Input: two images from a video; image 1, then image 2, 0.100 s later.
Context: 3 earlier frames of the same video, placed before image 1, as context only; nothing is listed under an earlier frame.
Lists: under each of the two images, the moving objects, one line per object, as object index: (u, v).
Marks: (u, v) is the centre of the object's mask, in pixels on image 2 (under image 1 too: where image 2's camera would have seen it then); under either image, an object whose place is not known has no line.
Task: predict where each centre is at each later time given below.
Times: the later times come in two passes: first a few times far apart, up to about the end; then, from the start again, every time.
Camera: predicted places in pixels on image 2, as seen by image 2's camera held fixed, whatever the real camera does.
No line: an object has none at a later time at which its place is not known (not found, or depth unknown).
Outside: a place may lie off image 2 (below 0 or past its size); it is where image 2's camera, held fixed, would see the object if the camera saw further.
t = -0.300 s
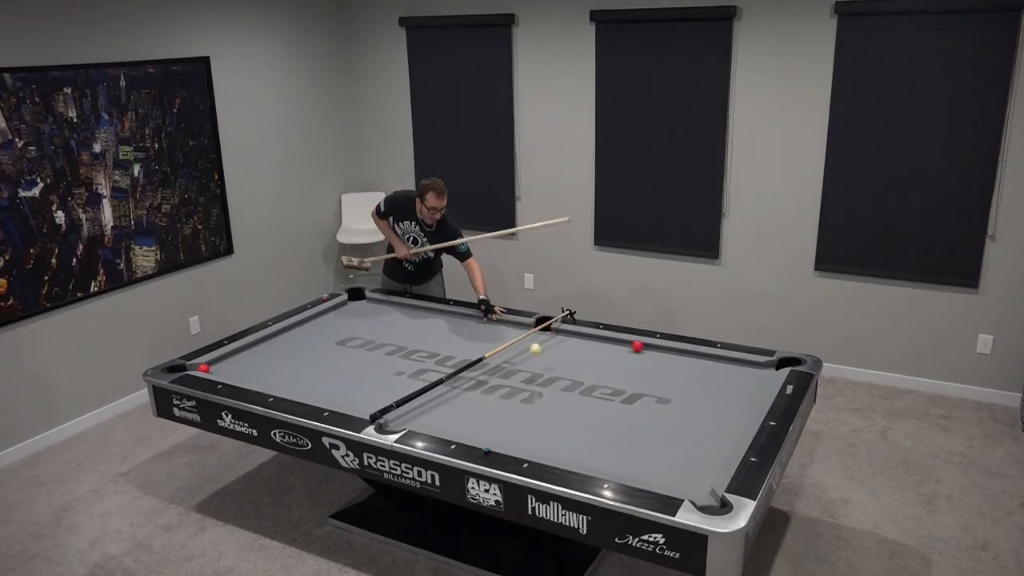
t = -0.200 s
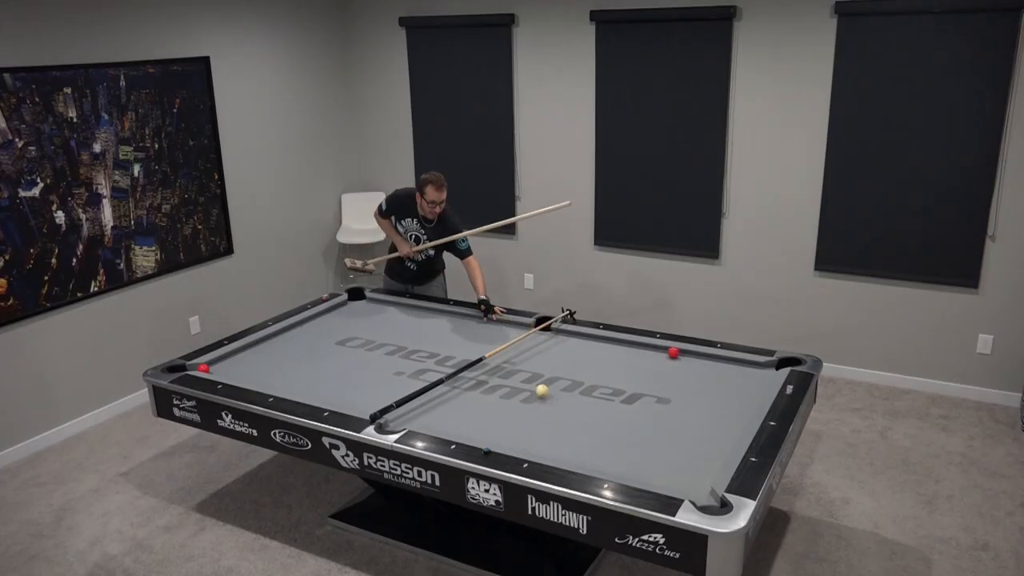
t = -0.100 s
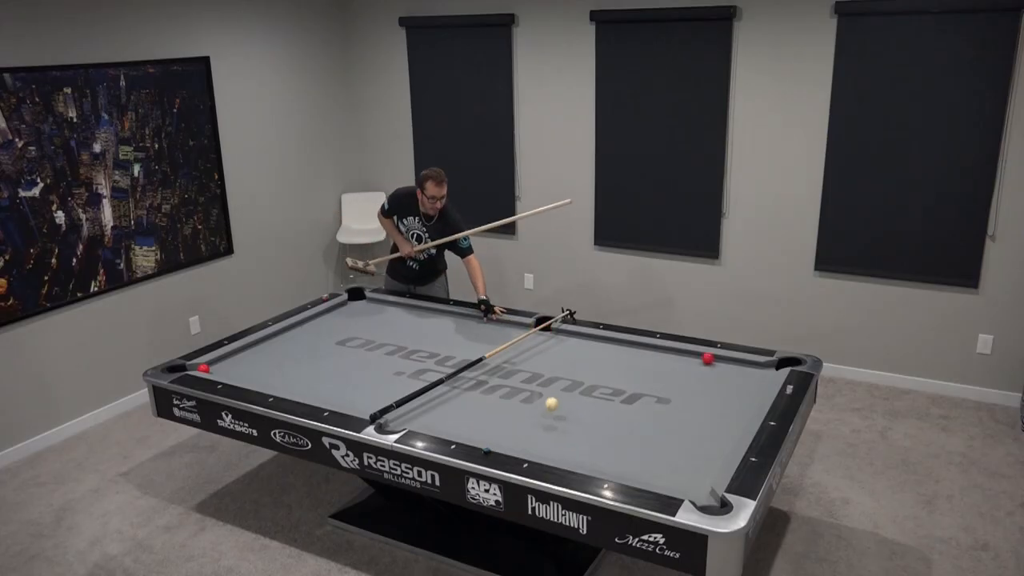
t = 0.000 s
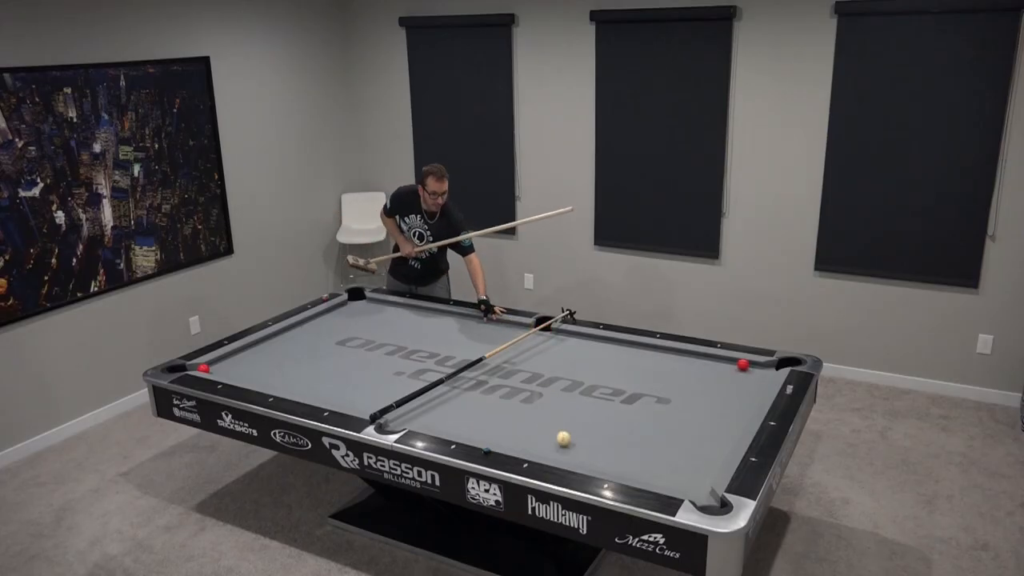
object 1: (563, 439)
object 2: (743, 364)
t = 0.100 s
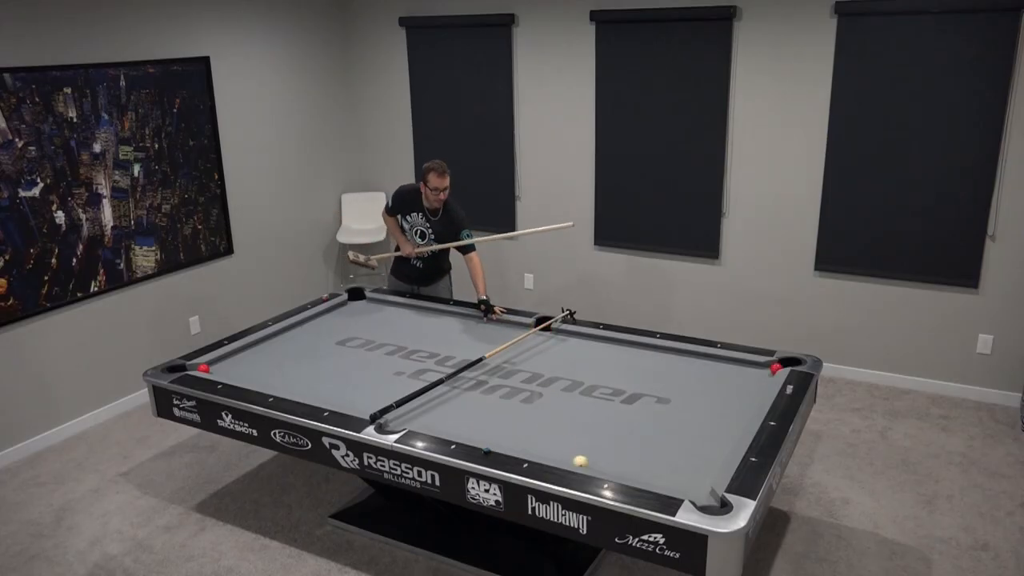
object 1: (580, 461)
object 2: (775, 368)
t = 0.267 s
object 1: (659, 454)
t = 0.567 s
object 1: (704, 424)
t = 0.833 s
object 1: (677, 390)
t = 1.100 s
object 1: (654, 362)
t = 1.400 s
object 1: (619, 348)
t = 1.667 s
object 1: (571, 352)
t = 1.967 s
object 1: (518, 355)
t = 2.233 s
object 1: (470, 356)
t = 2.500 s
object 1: (424, 361)
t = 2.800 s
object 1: (373, 365)
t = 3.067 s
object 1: (329, 367)
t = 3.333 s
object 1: (285, 370)
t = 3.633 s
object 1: (236, 373)
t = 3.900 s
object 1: (215, 369)
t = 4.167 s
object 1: (219, 363)
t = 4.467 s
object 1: (225, 358)
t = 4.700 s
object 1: (233, 356)
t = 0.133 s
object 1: (597, 461)
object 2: (776, 365)
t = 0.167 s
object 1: (613, 459)
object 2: (778, 364)
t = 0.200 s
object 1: (628, 457)
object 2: (783, 365)
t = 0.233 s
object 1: (643, 455)
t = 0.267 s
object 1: (659, 454)
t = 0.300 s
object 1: (674, 452)
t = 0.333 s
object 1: (688, 451)
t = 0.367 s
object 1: (703, 449)
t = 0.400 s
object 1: (717, 448)
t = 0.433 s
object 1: (725, 445)
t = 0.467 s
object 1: (719, 440)
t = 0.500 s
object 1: (713, 435)
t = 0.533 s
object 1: (708, 429)
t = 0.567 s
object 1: (704, 424)
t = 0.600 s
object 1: (700, 420)
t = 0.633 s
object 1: (697, 415)
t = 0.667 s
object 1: (693, 411)
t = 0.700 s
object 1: (690, 406)
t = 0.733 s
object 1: (687, 403)
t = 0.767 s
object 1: (683, 398)
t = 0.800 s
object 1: (680, 394)
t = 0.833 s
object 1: (677, 390)
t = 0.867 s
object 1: (674, 387)
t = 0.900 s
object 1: (671, 383)
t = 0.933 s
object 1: (668, 379)
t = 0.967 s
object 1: (665, 376)
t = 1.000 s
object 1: (662, 372)
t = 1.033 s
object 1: (660, 369)
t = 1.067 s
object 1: (657, 366)
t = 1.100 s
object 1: (654, 362)
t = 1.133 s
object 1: (652, 359)
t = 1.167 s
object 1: (650, 356)
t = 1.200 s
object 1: (647, 353)
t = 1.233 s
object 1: (645, 350)
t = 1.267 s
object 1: (642, 347)
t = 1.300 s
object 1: (638, 346)
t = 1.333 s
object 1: (631, 347)
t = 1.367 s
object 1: (625, 347)
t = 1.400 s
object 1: (619, 348)
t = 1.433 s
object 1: (613, 348)
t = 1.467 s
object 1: (607, 349)
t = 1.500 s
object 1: (601, 349)
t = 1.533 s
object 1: (595, 349)
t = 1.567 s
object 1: (588, 350)
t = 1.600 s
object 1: (582, 351)
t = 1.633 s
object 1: (577, 351)
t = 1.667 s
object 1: (571, 352)
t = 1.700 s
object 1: (564, 352)
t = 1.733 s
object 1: (558, 352)
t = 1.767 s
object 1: (553, 352)
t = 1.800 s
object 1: (547, 353)
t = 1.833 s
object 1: (541, 353)
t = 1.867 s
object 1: (535, 354)
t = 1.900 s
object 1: (530, 354)
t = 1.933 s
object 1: (523, 354)
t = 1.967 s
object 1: (518, 355)
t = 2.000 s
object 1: (512, 355)
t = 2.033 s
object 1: (506, 356)
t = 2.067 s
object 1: (500, 357)
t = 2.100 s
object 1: (494, 359)
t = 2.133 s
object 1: (487, 355)
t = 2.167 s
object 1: (482, 356)
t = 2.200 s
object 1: (476, 356)
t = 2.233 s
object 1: (470, 356)
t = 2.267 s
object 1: (464, 358)
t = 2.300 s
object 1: (458, 359)
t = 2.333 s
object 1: (453, 359)
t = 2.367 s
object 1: (447, 359)
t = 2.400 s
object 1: (441, 360)
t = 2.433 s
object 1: (436, 360)
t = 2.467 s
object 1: (430, 361)
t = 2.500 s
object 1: (424, 361)
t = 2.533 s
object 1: (419, 361)
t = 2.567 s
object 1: (413, 362)
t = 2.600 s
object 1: (407, 362)
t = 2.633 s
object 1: (402, 363)
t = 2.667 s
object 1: (396, 363)
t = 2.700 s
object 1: (390, 363)
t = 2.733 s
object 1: (384, 364)
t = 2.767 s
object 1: (379, 364)
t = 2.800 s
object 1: (373, 365)
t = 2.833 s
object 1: (368, 365)
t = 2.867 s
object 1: (362, 366)
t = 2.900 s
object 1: (357, 366)
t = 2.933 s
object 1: (351, 366)
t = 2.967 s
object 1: (345, 367)
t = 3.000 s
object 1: (340, 367)
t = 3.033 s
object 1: (334, 367)
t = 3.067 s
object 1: (329, 367)
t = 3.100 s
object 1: (323, 368)
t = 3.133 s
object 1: (318, 368)
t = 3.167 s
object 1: (312, 369)
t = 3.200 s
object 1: (307, 369)
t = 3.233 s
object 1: (301, 369)
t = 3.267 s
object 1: (296, 370)
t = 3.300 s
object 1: (290, 370)
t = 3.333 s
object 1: (285, 370)
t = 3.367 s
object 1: (279, 371)
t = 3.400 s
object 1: (274, 371)
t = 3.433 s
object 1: (268, 371)
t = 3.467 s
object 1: (263, 372)
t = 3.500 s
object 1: (258, 372)
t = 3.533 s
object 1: (253, 372)
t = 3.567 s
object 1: (247, 373)
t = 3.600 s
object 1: (242, 373)
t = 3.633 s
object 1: (236, 373)
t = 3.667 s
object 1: (232, 373)
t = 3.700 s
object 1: (226, 373)
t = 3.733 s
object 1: (220, 372)
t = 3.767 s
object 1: (217, 372)
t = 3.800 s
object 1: (216, 371)
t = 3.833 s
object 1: (216, 370)
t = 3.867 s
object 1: (215, 370)
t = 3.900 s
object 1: (215, 369)
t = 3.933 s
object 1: (215, 369)
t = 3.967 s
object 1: (216, 368)
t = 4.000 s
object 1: (216, 367)
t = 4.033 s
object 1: (217, 367)
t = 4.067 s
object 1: (217, 366)
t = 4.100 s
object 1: (218, 365)
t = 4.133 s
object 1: (218, 364)
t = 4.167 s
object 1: (219, 363)
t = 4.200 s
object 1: (219, 362)
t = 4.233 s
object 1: (220, 362)
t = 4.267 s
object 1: (220, 361)
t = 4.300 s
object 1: (220, 360)
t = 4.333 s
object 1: (221, 359)
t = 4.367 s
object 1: (221, 359)
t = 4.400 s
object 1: (223, 359)
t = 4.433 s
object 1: (224, 358)
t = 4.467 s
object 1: (225, 358)
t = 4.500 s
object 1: (226, 357)
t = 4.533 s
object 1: (228, 357)
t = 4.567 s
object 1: (229, 357)
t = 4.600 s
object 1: (230, 357)
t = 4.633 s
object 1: (231, 356)
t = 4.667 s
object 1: (233, 356)
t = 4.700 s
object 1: (233, 356)
